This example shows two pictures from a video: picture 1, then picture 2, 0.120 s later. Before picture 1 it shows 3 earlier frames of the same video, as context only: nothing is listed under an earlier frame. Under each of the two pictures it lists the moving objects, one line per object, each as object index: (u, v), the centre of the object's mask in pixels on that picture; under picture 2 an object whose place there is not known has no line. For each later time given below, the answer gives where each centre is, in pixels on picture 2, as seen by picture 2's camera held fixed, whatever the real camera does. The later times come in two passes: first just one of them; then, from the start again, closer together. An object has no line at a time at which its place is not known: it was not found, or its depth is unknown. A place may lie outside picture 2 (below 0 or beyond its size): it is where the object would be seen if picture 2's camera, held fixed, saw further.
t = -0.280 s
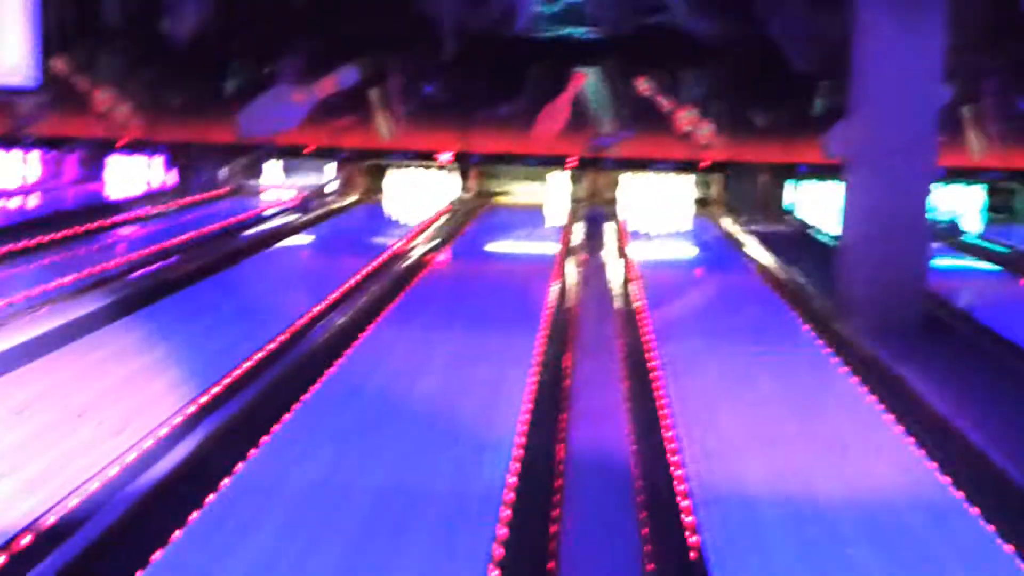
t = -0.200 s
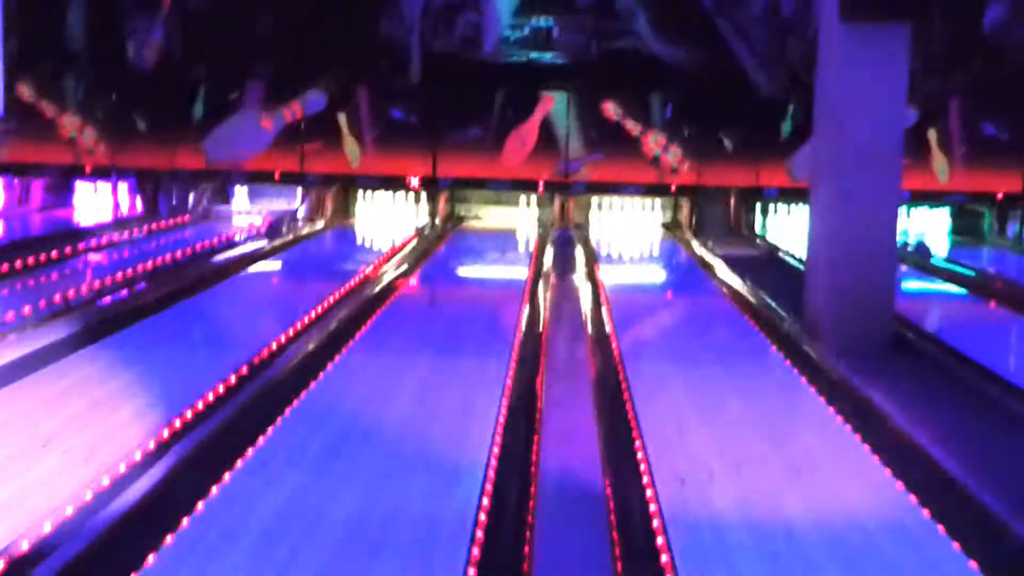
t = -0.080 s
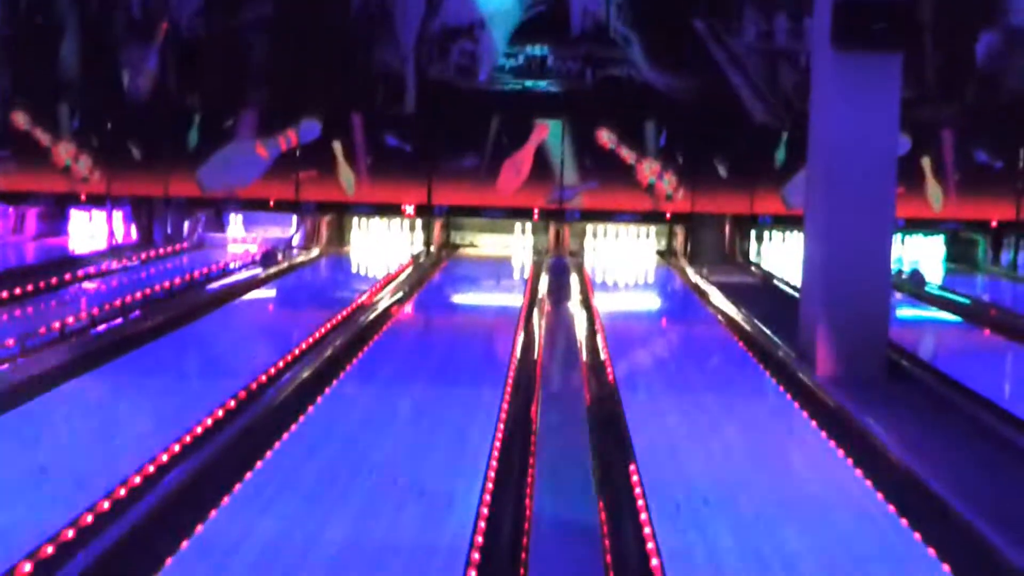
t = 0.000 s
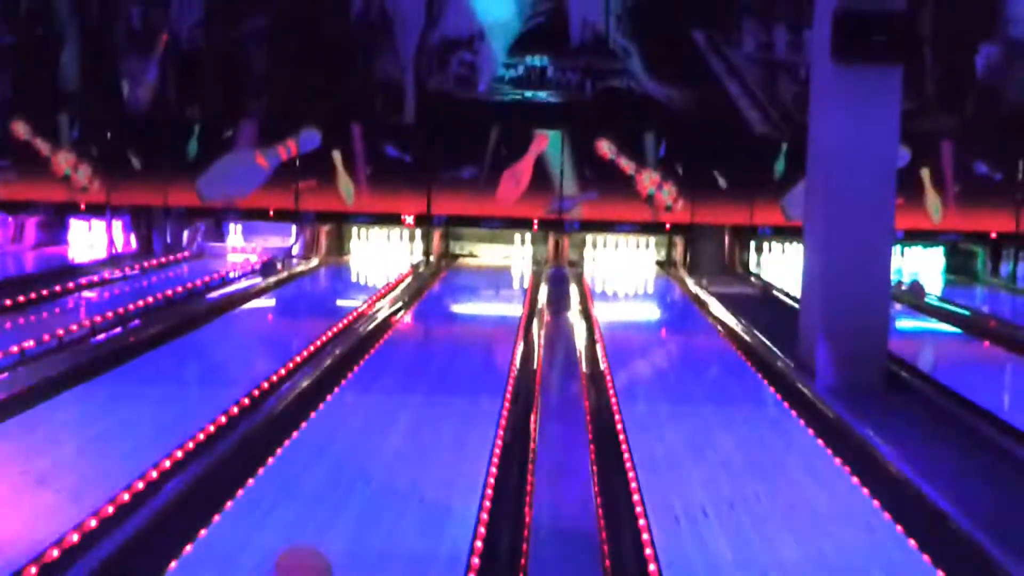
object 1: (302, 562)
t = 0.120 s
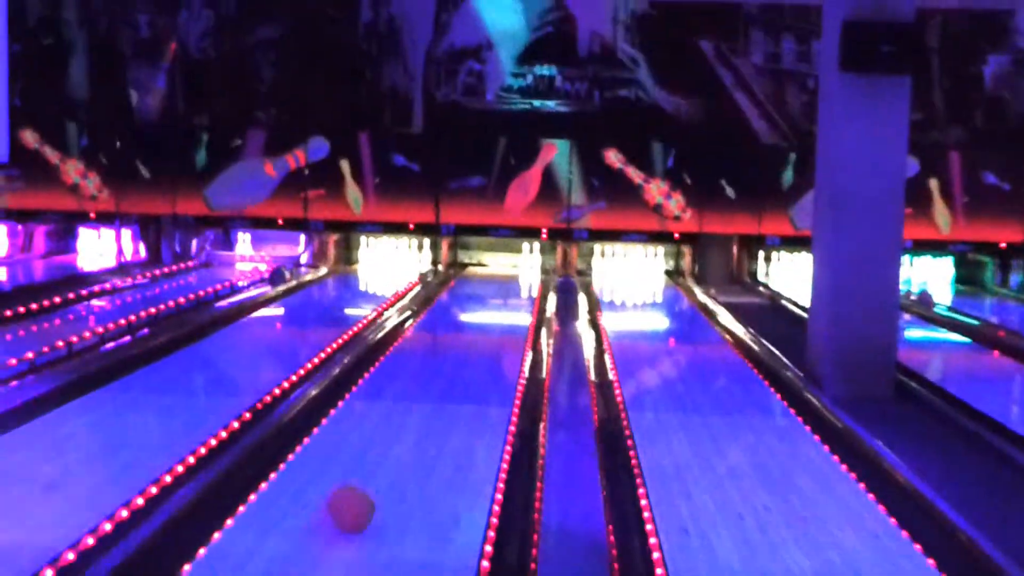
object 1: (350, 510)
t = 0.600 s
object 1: (425, 368)
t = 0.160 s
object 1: (360, 489)
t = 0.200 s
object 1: (369, 473)
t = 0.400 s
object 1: (402, 408)
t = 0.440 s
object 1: (407, 398)
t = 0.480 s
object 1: (412, 391)
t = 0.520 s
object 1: (417, 383)
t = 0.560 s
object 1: (421, 376)
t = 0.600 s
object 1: (425, 368)
